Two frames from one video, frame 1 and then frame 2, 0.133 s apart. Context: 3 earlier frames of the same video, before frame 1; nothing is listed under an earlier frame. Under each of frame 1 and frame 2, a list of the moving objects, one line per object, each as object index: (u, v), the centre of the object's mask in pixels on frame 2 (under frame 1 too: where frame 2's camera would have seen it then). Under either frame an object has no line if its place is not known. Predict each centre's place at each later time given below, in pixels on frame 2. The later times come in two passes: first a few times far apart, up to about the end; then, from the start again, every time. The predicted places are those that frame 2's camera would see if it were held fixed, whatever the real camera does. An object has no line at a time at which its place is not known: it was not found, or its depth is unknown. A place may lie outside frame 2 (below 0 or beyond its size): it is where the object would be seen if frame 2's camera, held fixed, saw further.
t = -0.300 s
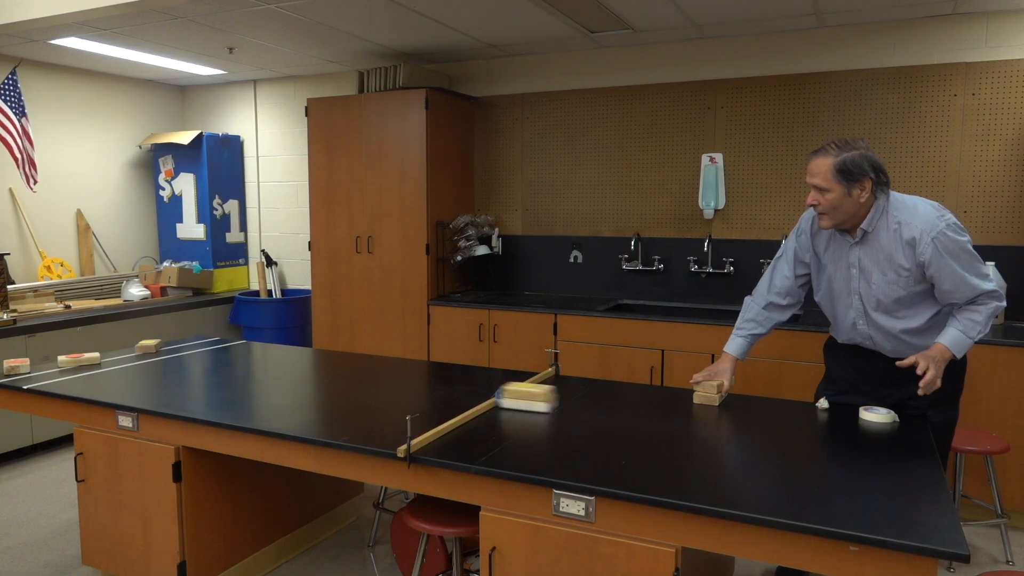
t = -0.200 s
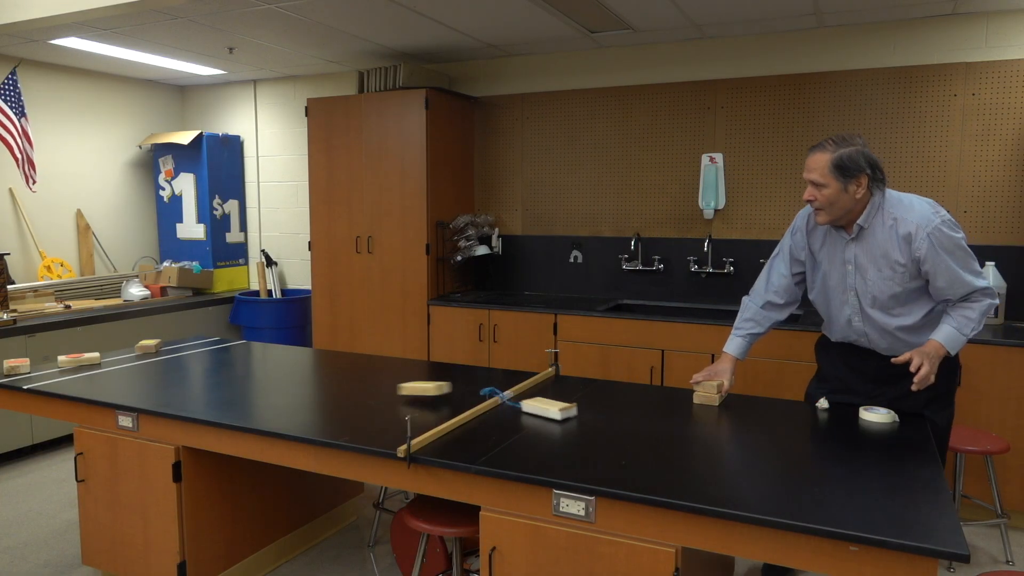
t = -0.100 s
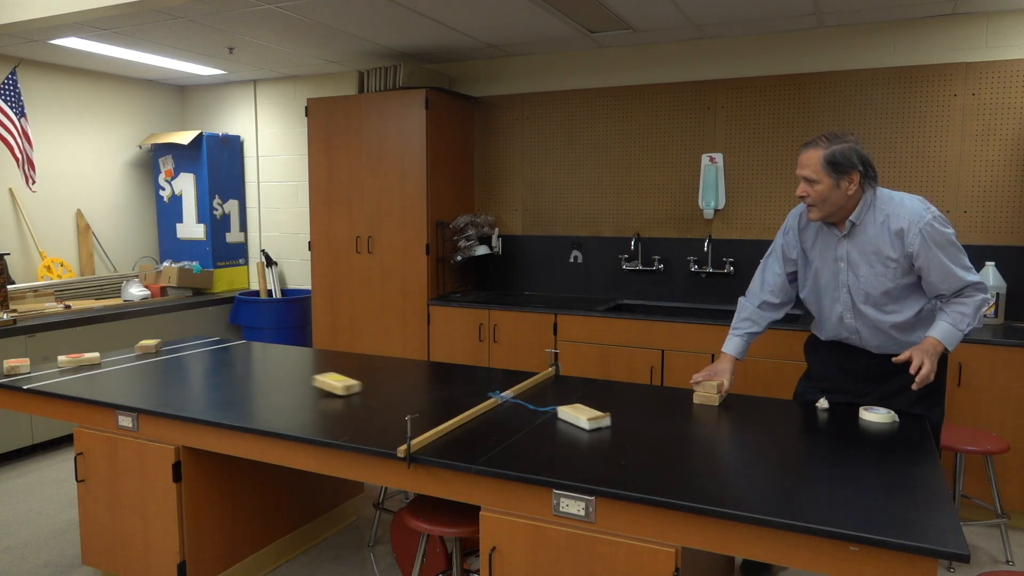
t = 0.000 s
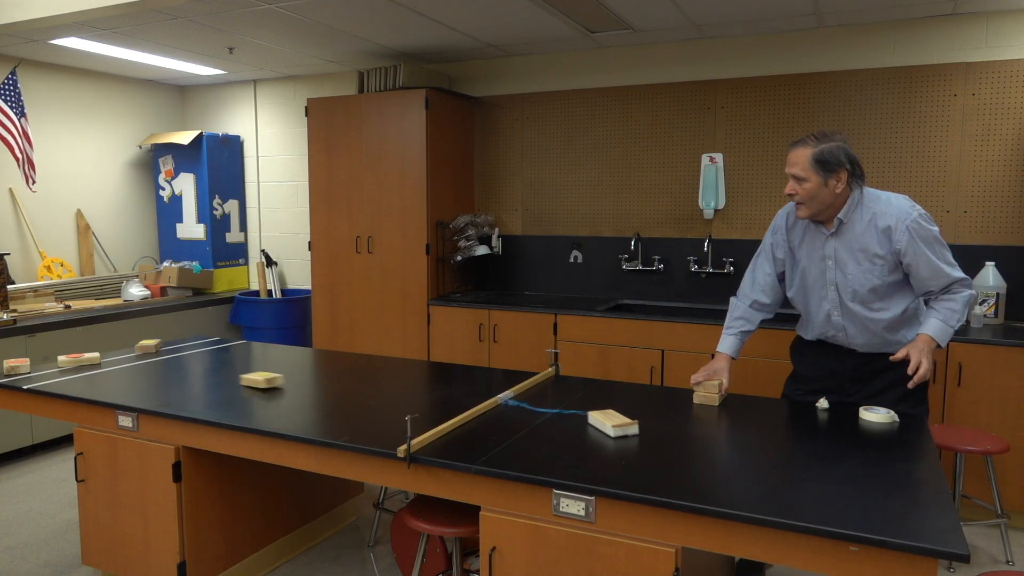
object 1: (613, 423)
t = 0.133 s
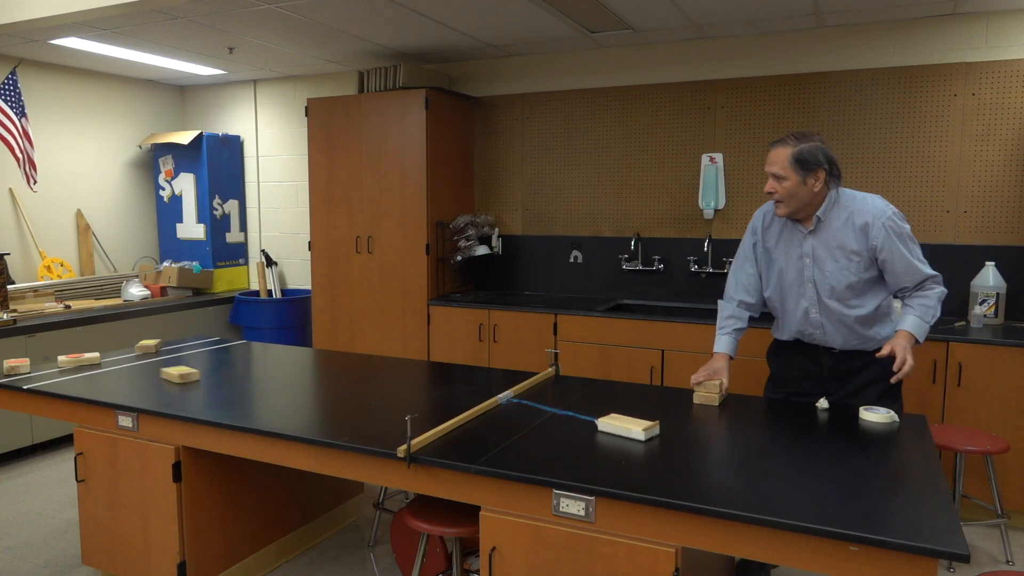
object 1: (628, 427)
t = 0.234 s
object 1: (618, 425)
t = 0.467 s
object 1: (594, 420)
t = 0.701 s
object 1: (592, 419)
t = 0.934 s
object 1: (592, 419)
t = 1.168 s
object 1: (592, 419)
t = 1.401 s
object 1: (592, 419)
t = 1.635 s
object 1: (592, 419)
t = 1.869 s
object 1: (592, 419)
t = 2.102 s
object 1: (592, 419)
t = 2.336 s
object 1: (592, 419)
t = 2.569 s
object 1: (592, 419)
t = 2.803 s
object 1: (592, 419)
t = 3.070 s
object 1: (592, 419)
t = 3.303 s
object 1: (592, 419)
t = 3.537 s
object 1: (592, 419)
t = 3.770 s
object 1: (592, 419)
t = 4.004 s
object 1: (592, 419)
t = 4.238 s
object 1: (592, 419)
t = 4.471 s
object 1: (592, 419)
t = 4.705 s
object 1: (592, 419)
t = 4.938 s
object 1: (592, 419)
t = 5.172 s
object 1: (592, 419)
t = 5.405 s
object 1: (592, 419)
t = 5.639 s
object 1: (592, 419)
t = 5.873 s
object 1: (592, 419)
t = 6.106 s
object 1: (592, 419)
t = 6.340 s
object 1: (592, 419)
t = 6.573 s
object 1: (592, 419)
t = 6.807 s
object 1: (592, 419)
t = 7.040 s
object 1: (592, 419)
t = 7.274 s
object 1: (592, 419)
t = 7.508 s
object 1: (592, 419)
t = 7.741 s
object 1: (592, 419)
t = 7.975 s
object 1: (592, 419)
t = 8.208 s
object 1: (592, 419)
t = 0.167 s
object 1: (626, 426)
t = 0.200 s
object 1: (623, 426)
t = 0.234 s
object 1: (618, 425)
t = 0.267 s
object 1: (614, 424)
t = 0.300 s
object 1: (609, 423)
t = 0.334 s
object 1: (605, 422)
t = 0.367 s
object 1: (601, 421)
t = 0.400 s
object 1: (598, 421)
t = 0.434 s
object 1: (595, 420)
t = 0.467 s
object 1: (594, 420)
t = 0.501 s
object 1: (592, 419)
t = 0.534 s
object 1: (592, 419)
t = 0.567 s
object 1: (592, 419)
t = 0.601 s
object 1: (592, 419)
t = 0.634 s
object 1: (592, 419)
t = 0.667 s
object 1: (592, 419)
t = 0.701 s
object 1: (592, 419)
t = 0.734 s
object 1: (592, 419)
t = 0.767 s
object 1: (592, 419)
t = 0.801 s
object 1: (592, 419)
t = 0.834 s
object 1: (592, 419)
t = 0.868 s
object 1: (592, 419)
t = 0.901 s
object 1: (592, 419)
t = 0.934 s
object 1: (592, 419)
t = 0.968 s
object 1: (592, 419)
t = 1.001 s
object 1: (592, 419)
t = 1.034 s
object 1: (592, 419)
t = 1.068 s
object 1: (592, 419)
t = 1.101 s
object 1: (592, 419)
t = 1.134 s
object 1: (592, 419)
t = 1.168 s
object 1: (592, 419)
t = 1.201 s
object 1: (592, 419)
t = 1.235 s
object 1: (592, 419)
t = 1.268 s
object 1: (592, 419)
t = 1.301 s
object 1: (592, 419)
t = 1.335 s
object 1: (592, 419)
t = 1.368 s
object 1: (592, 419)
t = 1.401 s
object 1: (592, 419)
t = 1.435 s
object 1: (592, 419)
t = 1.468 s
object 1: (592, 419)
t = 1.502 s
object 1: (592, 419)
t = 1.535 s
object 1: (592, 419)
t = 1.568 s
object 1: (592, 419)
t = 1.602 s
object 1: (592, 419)
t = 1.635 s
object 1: (592, 419)
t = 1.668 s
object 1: (592, 419)
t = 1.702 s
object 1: (592, 419)
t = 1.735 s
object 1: (592, 419)
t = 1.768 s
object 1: (592, 419)
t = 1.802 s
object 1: (592, 419)
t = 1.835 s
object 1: (592, 419)
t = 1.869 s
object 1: (592, 419)
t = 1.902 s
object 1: (592, 419)
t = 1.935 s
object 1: (592, 419)
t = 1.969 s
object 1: (592, 419)
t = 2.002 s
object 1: (592, 419)
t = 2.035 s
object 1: (592, 419)
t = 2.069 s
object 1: (592, 419)
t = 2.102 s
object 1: (592, 419)
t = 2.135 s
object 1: (592, 419)
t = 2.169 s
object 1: (592, 419)
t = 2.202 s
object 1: (592, 419)
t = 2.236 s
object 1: (592, 419)
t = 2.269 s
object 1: (592, 419)
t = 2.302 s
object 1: (592, 419)
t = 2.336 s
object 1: (592, 419)
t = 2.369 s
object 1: (592, 419)
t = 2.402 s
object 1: (592, 419)
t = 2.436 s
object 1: (592, 419)
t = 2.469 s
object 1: (592, 419)
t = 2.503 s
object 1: (592, 419)
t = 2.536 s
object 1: (592, 419)
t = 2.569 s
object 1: (592, 419)
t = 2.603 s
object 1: (592, 419)
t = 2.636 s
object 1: (592, 419)
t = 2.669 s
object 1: (592, 419)
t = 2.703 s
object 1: (592, 419)
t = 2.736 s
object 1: (592, 419)
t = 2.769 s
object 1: (592, 419)
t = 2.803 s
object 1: (592, 419)
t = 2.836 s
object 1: (592, 419)
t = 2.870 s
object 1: (592, 419)
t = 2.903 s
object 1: (592, 419)
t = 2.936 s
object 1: (592, 419)
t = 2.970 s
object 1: (592, 419)
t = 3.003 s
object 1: (592, 419)
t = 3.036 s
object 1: (592, 419)
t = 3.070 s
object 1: (592, 419)
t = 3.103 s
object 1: (592, 419)
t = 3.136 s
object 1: (592, 419)
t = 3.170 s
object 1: (592, 419)
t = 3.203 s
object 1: (592, 419)
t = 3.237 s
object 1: (592, 419)
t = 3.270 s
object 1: (592, 419)
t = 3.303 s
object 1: (592, 419)
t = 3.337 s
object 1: (592, 419)
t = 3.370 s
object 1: (592, 419)
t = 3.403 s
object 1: (592, 419)
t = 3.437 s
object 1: (592, 419)
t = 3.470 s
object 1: (592, 419)
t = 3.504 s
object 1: (592, 419)
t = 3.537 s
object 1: (592, 419)
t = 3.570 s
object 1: (592, 419)
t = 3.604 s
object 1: (592, 419)
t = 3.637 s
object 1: (592, 419)
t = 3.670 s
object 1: (592, 419)
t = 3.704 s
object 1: (592, 419)
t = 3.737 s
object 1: (592, 419)
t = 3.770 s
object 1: (592, 419)
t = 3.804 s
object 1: (592, 419)
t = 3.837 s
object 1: (592, 419)
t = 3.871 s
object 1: (592, 419)
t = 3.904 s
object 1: (592, 419)
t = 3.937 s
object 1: (592, 419)
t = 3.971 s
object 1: (592, 419)
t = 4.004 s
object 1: (592, 419)
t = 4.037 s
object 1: (592, 419)
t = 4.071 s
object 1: (592, 419)
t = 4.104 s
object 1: (592, 419)
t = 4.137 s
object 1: (592, 419)
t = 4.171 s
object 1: (592, 419)
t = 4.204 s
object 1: (592, 419)
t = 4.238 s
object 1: (592, 419)
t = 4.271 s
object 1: (592, 419)
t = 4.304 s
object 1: (592, 419)
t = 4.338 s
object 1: (592, 419)
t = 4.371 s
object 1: (592, 419)
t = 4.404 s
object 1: (592, 419)
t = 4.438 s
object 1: (592, 419)
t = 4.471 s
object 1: (592, 419)
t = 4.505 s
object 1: (592, 419)
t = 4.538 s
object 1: (592, 419)
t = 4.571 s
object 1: (592, 419)
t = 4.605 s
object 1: (592, 419)
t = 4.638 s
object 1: (592, 419)
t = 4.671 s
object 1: (592, 419)
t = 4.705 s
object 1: (592, 419)
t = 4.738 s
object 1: (592, 419)
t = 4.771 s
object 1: (592, 419)
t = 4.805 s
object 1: (592, 419)
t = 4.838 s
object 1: (592, 419)
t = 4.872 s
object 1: (592, 419)
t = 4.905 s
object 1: (592, 419)
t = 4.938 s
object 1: (592, 419)
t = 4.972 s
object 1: (592, 419)
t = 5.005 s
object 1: (592, 419)
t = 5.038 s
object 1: (592, 419)
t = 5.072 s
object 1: (592, 419)
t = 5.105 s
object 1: (592, 419)
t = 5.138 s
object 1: (592, 419)
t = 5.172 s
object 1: (592, 419)
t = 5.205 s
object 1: (592, 419)
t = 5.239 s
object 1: (592, 419)
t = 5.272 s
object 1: (592, 419)
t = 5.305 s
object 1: (592, 419)
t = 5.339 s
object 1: (592, 419)
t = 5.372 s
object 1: (592, 419)
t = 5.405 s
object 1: (592, 419)
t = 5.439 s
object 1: (592, 419)
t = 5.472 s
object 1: (592, 419)
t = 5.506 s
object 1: (592, 419)
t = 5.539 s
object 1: (592, 419)
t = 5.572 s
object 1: (592, 419)
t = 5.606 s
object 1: (592, 419)
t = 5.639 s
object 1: (592, 419)
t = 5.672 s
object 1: (592, 419)
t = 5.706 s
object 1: (592, 419)
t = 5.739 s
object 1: (592, 419)
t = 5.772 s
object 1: (592, 419)
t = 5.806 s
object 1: (592, 419)
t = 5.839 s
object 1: (592, 419)
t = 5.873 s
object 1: (592, 419)
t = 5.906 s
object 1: (592, 419)
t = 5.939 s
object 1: (592, 419)
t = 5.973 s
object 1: (592, 419)
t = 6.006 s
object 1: (592, 419)
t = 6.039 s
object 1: (592, 419)
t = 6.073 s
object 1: (592, 419)
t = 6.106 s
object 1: (592, 419)
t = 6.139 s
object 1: (592, 419)
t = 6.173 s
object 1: (592, 419)
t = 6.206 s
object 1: (592, 419)
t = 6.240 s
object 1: (592, 419)
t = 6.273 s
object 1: (592, 419)
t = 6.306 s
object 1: (592, 419)
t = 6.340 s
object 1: (592, 419)
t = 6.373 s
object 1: (592, 419)
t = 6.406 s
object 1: (592, 419)
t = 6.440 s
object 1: (592, 419)
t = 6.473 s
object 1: (592, 419)
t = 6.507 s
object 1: (592, 419)
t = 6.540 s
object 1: (592, 419)
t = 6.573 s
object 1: (592, 419)
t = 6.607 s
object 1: (592, 419)
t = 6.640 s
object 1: (592, 419)
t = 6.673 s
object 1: (592, 419)
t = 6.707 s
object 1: (592, 419)
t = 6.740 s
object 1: (592, 419)
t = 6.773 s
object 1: (592, 419)
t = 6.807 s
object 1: (592, 419)
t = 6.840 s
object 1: (592, 419)
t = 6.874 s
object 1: (591, 419)
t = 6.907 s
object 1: (592, 419)
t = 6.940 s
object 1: (592, 419)
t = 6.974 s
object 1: (592, 419)
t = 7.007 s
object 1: (591, 419)
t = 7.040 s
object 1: (592, 419)
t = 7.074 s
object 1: (592, 419)
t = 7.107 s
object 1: (592, 419)
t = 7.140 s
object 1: (592, 419)
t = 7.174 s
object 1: (592, 419)
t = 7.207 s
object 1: (592, 419)
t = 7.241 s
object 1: (592, 419)
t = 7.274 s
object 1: (592, 419)
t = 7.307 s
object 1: (592, 419)
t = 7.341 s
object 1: (592, 419)
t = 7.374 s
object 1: (592, 419)
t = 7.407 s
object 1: (592, 419)
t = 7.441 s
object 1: (592, 419)
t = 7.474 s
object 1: (592, 419)
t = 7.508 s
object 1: (592, 419)
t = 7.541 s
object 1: (592, 419)
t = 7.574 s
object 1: (592, 419)
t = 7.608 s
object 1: (592, 419)
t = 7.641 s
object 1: (592, 419)
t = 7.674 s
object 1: (592, 419)
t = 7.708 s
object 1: (592, 419)
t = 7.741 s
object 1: (592, 419)
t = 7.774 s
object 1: (592, 419)
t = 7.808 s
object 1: (592, 419)
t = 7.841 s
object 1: (592, 419)
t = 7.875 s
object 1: (592, 419)
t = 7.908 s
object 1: (592, 419)
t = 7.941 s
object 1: (592, 419)
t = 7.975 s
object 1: (592, 419)
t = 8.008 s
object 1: (592, 419)
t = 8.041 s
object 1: (592, 419)
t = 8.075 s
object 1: (592, 419)
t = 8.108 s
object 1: (592, 419)
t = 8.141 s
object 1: (592, 419)
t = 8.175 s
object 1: (592, 419)
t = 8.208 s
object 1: (592, 419)
